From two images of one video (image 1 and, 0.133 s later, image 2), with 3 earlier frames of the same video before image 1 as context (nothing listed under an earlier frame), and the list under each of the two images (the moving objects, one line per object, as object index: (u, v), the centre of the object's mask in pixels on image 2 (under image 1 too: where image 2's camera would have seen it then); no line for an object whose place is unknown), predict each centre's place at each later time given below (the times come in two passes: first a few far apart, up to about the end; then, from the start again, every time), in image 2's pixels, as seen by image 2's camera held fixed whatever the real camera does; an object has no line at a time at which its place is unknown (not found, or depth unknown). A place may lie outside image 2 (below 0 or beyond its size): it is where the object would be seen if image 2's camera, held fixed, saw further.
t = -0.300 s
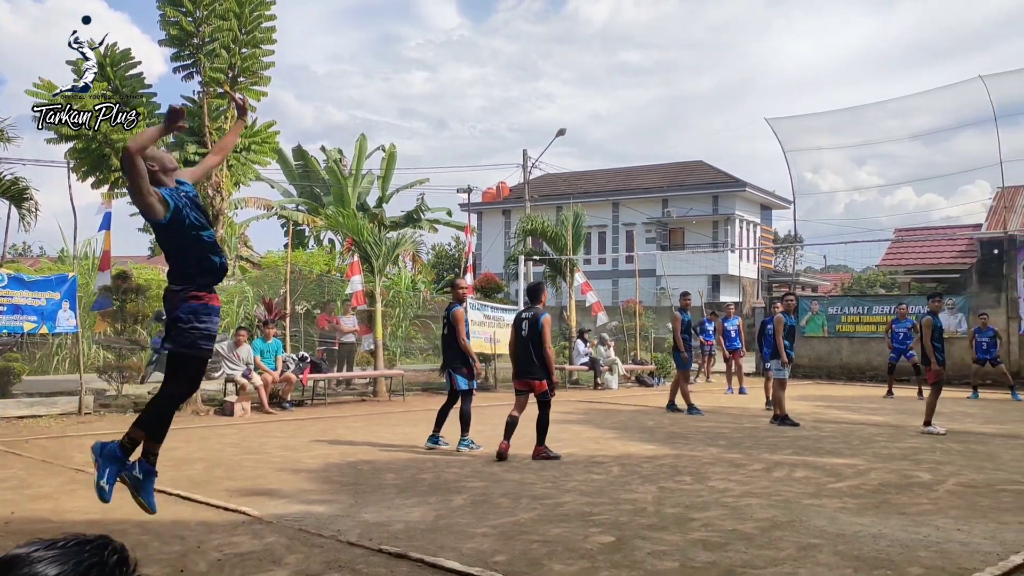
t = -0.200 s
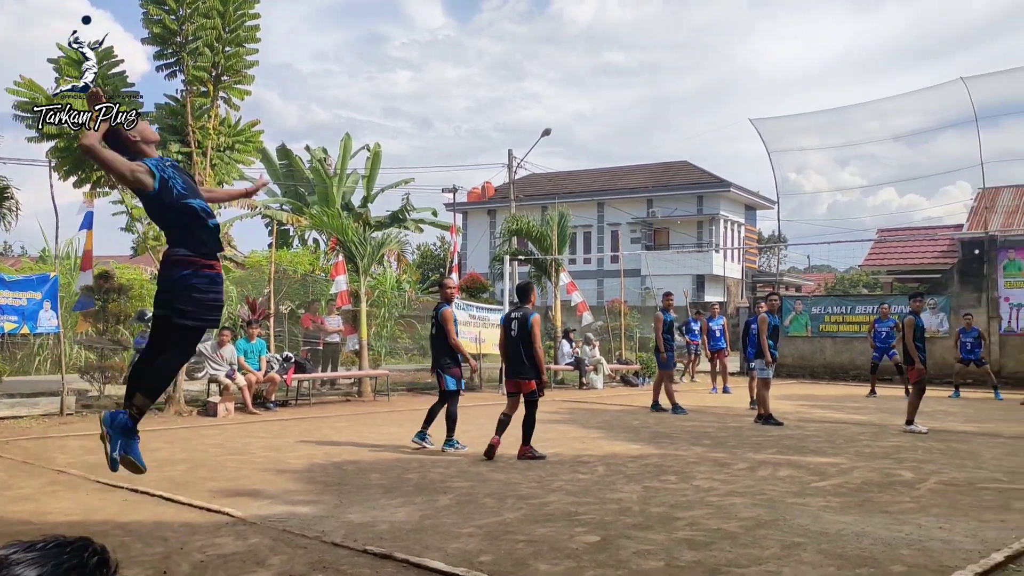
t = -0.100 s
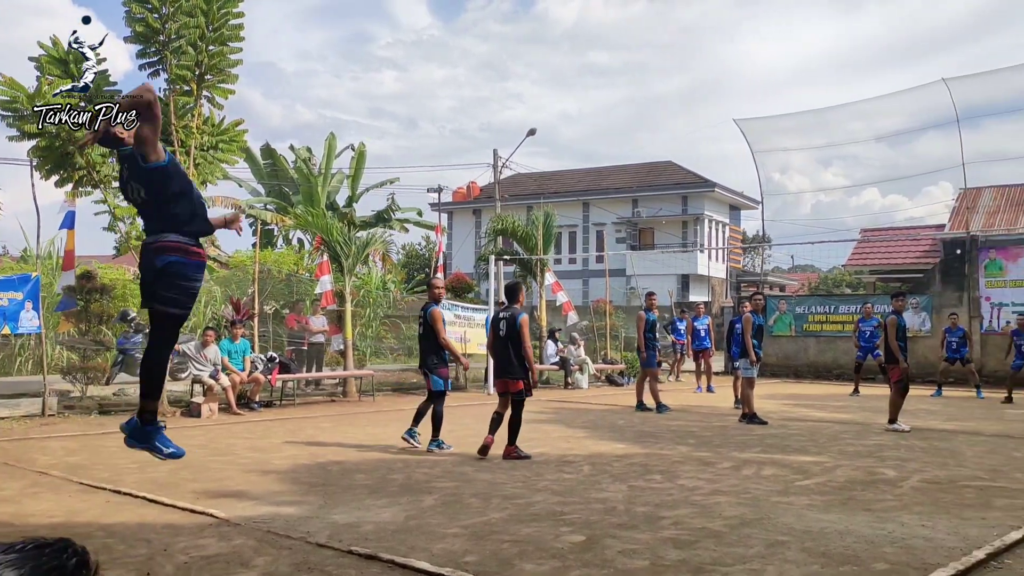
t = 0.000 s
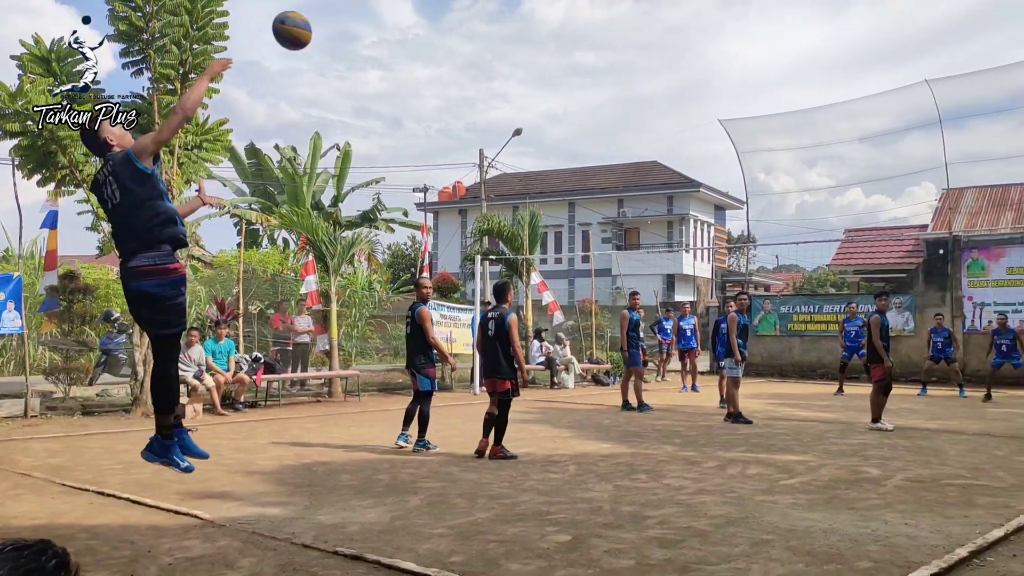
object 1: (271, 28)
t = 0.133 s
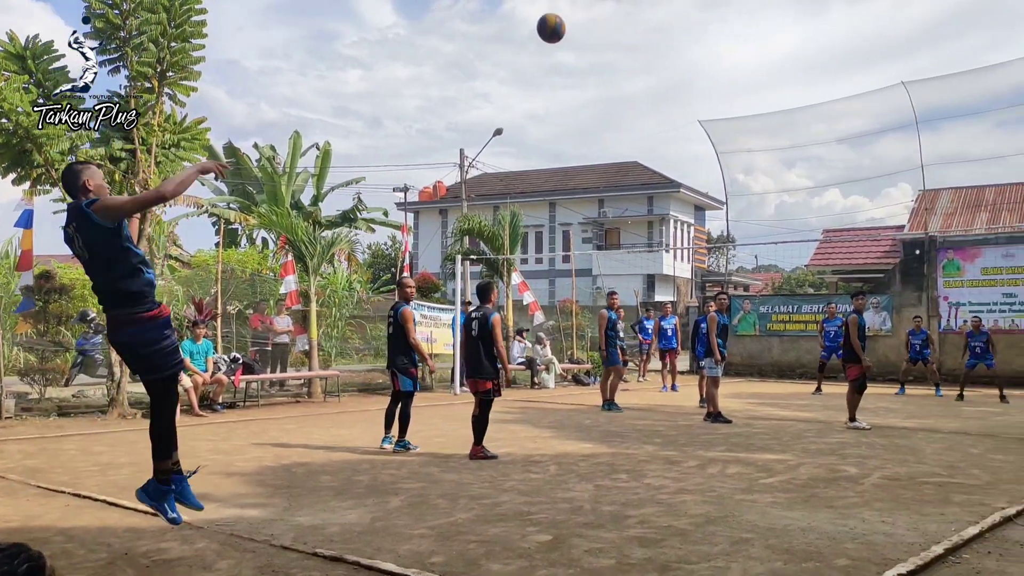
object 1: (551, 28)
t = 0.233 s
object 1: (683, 44)
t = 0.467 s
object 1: (872, 109)
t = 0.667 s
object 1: (969, 177)
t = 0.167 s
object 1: (600, 32)
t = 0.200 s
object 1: (644, 38)
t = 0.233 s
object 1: (683, 44)
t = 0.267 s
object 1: (718, 52)
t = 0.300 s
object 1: (750, 60)
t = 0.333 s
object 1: (779, 69)
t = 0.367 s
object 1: (805, 78)
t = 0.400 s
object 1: (829, 88)
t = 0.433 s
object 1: (851, 98)
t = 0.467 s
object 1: (872, 109)
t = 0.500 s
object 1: (891, 119)
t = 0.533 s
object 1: (909, 131)
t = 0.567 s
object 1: (925, 142)
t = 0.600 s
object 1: (941, 153)
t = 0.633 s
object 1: (956, 165)
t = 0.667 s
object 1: (969, 177)
